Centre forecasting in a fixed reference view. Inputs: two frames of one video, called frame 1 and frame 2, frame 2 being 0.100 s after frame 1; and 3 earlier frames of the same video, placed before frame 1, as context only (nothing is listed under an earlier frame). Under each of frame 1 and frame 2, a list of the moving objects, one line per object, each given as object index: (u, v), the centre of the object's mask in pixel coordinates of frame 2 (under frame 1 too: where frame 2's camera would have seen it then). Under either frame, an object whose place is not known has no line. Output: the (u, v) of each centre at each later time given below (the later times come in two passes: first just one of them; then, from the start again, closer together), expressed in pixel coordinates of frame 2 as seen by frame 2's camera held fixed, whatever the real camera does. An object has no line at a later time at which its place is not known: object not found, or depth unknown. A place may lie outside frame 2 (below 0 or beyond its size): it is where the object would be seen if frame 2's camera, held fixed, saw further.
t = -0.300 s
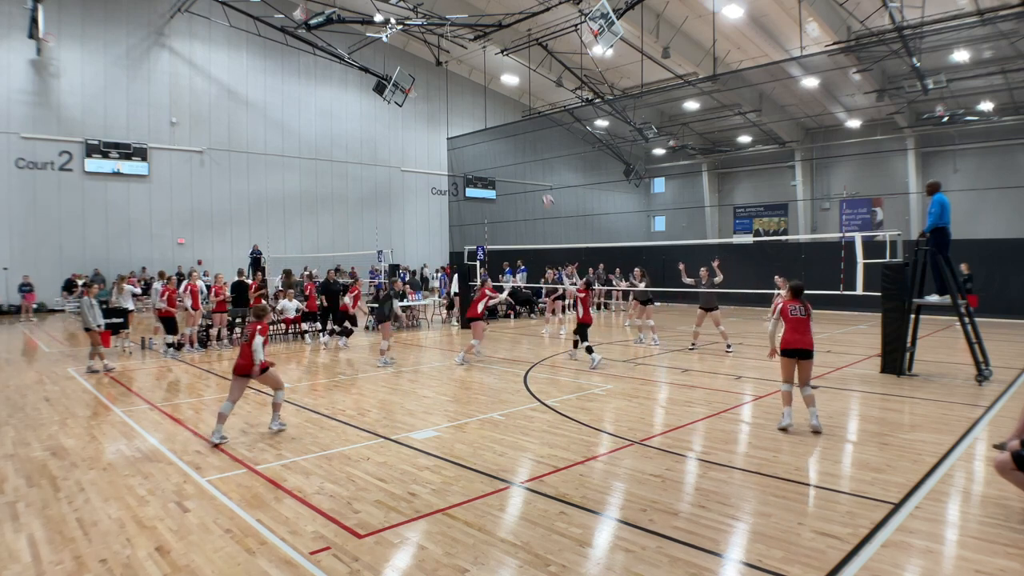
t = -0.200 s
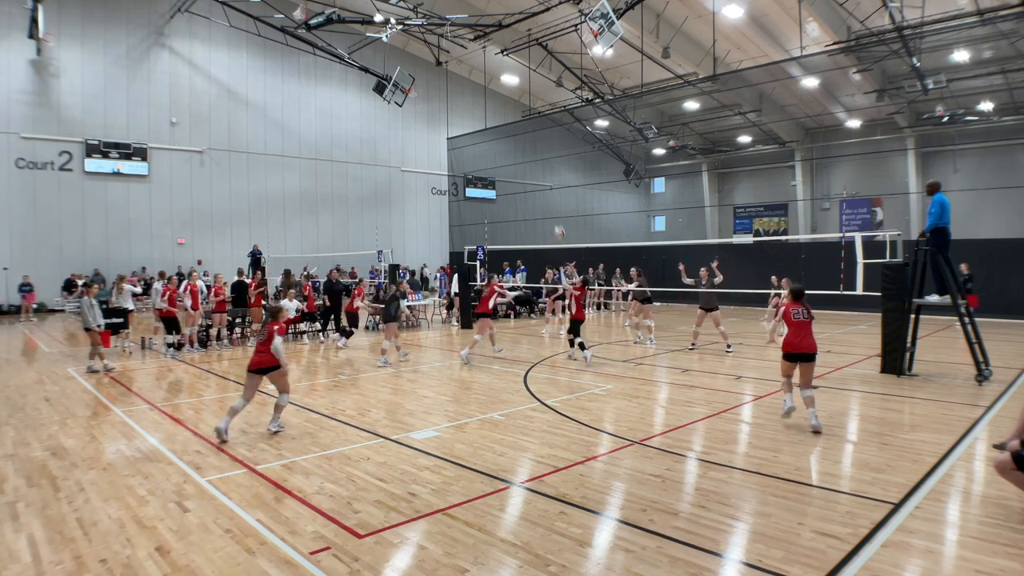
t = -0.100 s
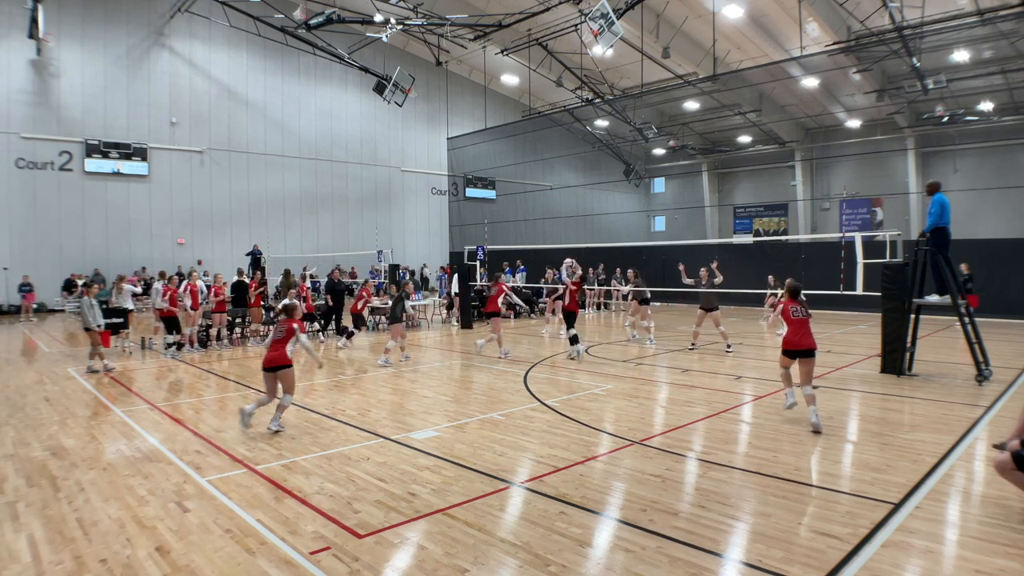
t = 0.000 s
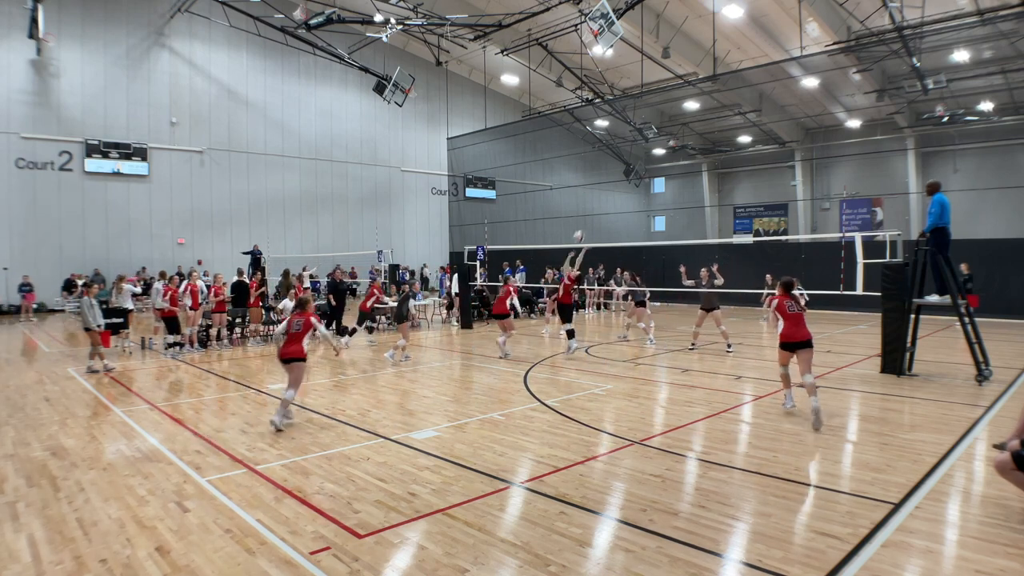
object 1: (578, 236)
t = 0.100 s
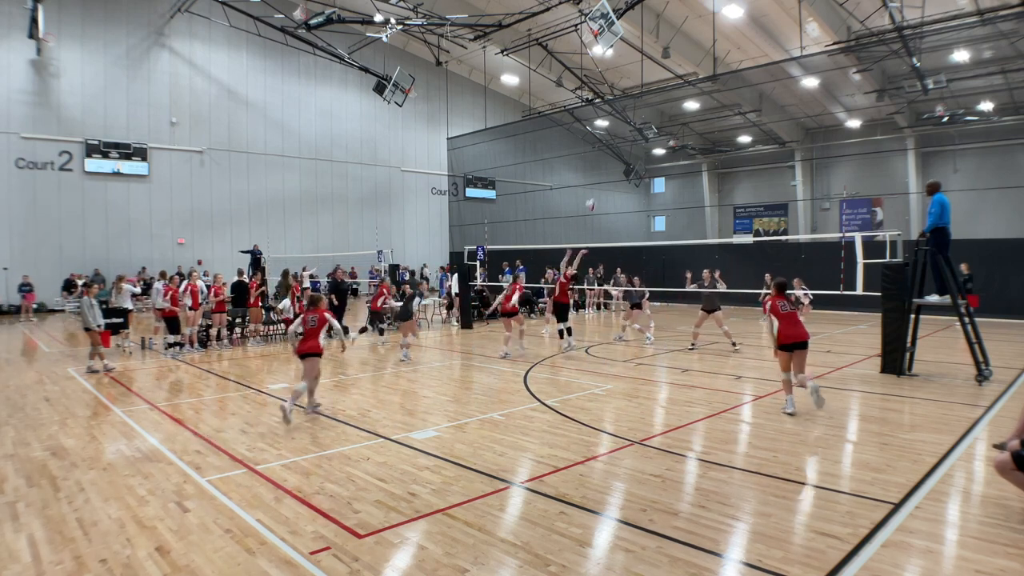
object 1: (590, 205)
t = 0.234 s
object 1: (607, 171)
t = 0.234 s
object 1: (607, 171)
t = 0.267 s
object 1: (610, 164)
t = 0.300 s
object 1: (615, 156)
